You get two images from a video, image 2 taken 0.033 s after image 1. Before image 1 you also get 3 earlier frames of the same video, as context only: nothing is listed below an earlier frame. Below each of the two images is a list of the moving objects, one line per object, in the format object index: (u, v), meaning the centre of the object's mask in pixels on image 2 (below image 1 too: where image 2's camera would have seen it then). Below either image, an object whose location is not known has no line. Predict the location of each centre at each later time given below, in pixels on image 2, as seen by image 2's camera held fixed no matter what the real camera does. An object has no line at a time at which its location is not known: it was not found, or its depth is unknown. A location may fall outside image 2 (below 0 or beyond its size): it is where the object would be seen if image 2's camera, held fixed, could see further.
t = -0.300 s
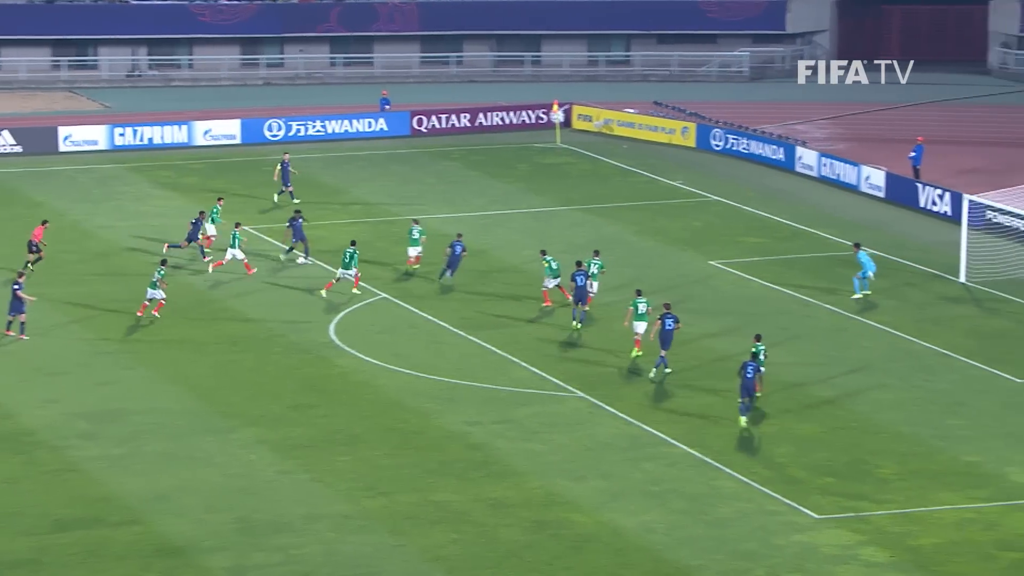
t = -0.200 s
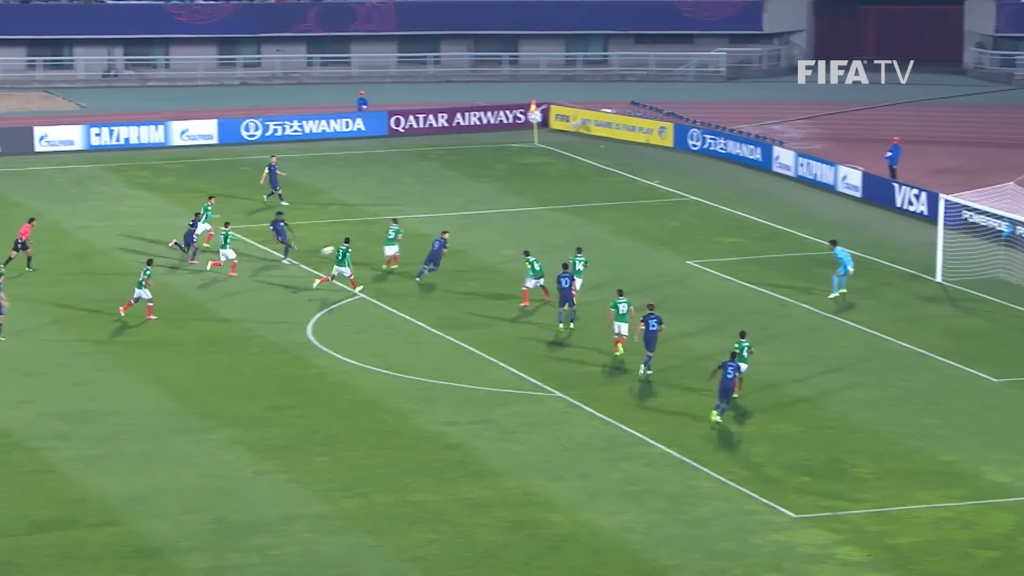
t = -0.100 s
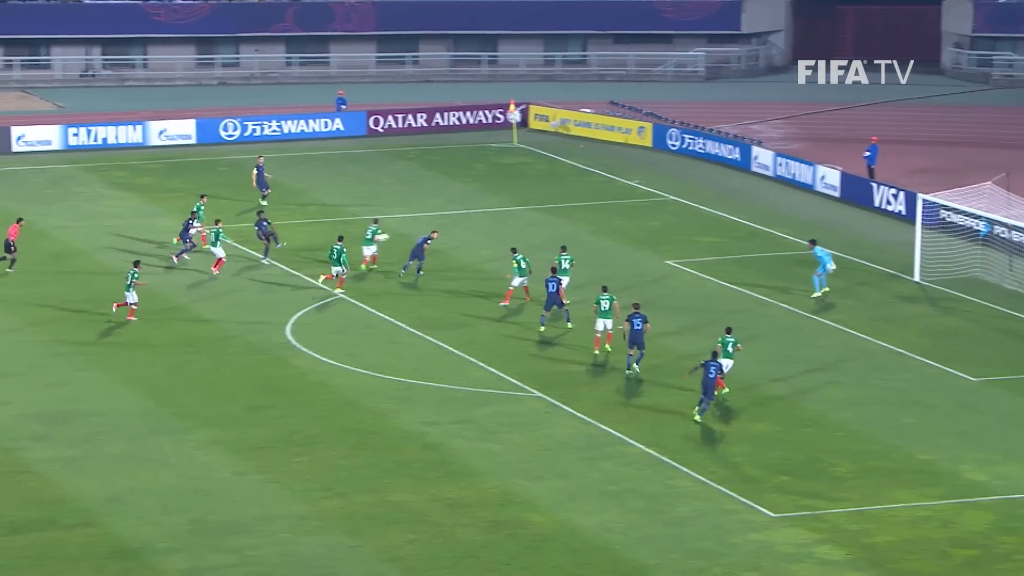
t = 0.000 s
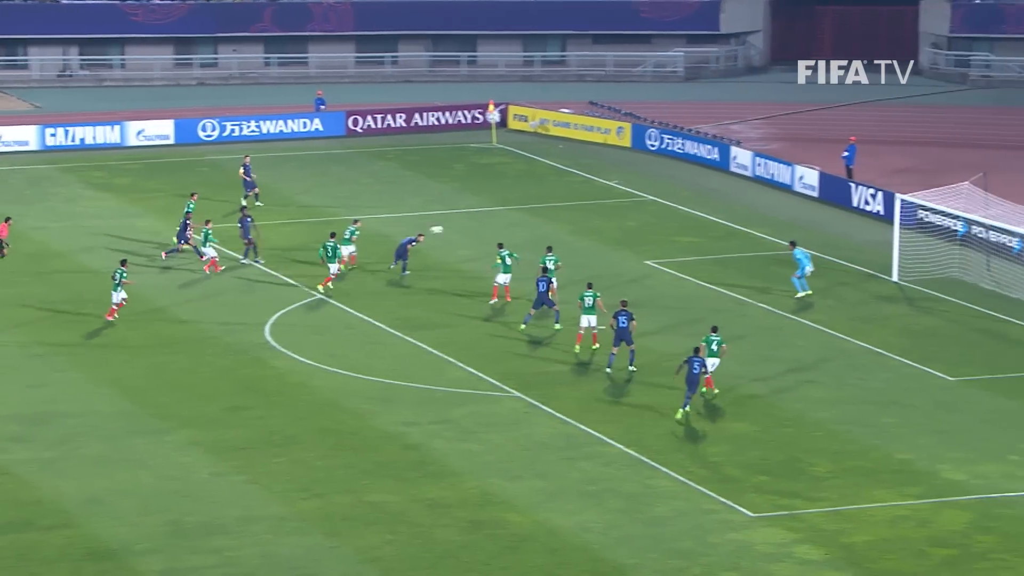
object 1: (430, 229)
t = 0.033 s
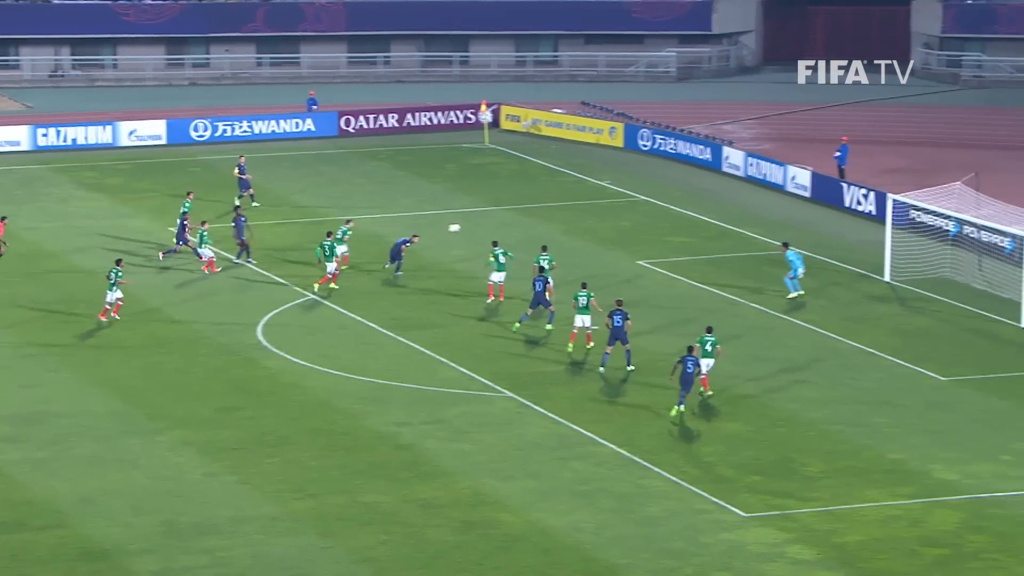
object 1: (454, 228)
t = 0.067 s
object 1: (478, 226)
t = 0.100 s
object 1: (502, 226)
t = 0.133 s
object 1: (527, 225)
